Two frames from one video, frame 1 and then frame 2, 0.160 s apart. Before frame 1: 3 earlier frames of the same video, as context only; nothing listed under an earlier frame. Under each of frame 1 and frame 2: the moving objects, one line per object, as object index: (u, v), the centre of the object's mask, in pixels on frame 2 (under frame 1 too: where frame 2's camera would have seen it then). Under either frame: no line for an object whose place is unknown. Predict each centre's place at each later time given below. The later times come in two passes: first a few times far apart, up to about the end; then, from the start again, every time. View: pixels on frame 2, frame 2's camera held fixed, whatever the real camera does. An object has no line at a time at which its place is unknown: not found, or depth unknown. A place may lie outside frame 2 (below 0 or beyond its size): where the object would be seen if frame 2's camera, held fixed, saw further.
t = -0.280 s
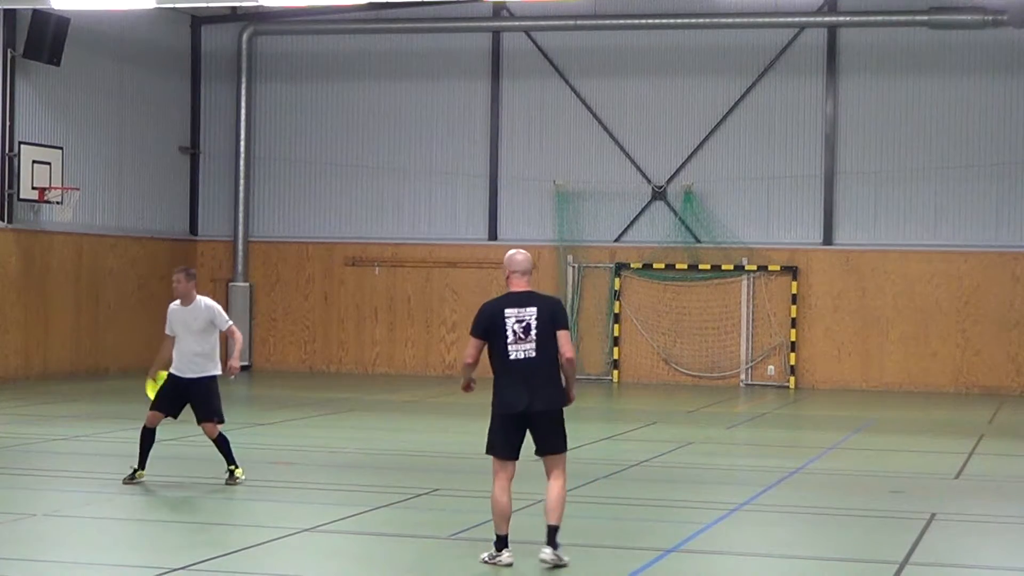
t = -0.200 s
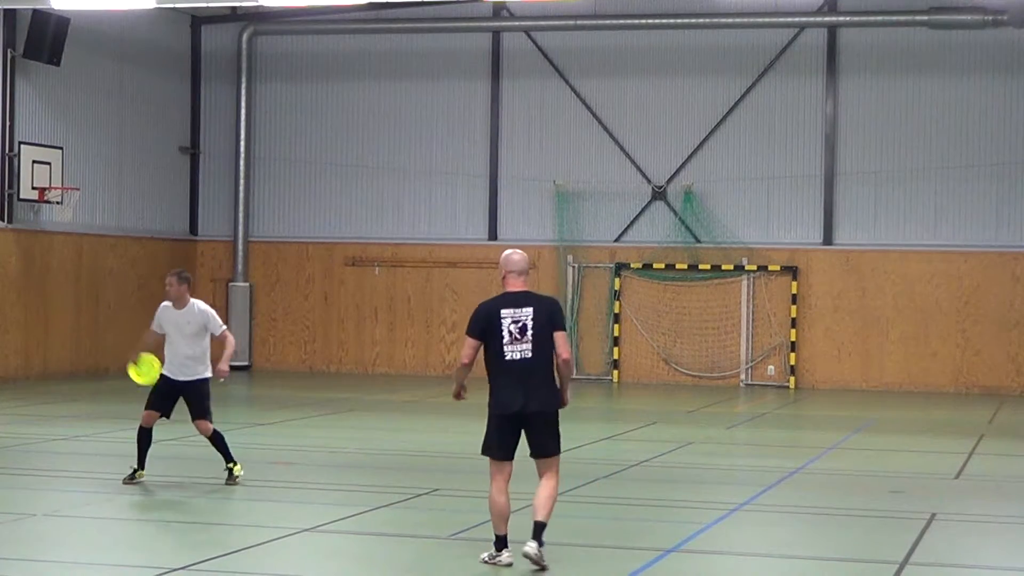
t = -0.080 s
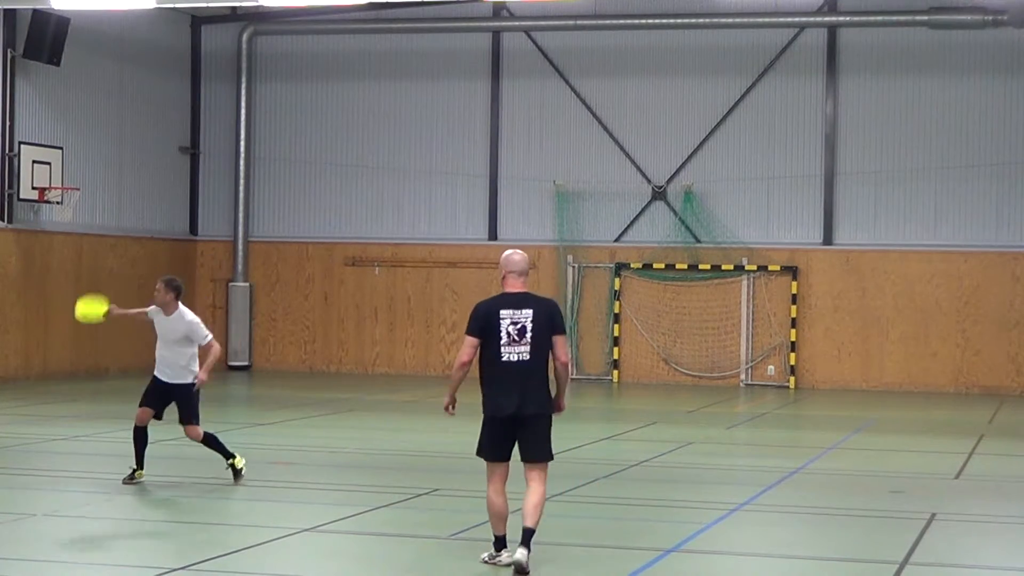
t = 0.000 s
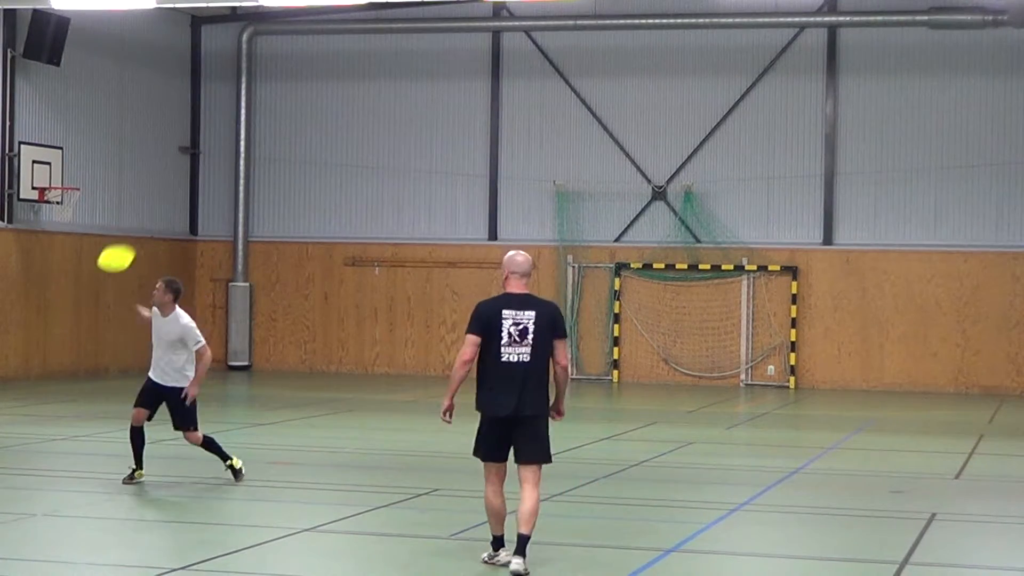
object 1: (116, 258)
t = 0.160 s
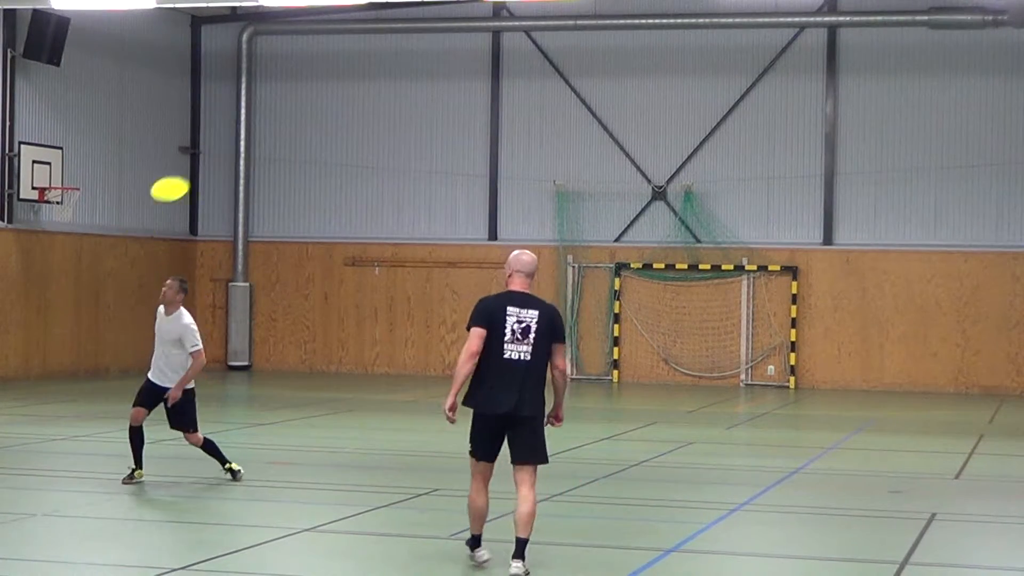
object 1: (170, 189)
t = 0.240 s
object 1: (198, 164)
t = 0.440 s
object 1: (272, 130)
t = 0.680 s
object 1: (364, 141)
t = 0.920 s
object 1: (459, 209)
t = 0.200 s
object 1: (184, 176)
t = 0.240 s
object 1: (198, 164)
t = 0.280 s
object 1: (212, 155)
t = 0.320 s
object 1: (227, 146)
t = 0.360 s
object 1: (241, 140)
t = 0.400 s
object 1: (256, 134)
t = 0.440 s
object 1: (272, 130)
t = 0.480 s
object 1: (287, 128)
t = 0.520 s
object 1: (302, 128)
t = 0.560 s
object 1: (318, 128)
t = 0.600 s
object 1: (333, 131)
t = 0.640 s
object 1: (348, 135)
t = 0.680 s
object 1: (364, 141)
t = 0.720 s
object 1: (380, 148)
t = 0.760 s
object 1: (396, 157)
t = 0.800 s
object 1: (412, 167)
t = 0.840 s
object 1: (427, 179)
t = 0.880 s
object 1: (443, 193)
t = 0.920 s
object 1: (459, 209)
